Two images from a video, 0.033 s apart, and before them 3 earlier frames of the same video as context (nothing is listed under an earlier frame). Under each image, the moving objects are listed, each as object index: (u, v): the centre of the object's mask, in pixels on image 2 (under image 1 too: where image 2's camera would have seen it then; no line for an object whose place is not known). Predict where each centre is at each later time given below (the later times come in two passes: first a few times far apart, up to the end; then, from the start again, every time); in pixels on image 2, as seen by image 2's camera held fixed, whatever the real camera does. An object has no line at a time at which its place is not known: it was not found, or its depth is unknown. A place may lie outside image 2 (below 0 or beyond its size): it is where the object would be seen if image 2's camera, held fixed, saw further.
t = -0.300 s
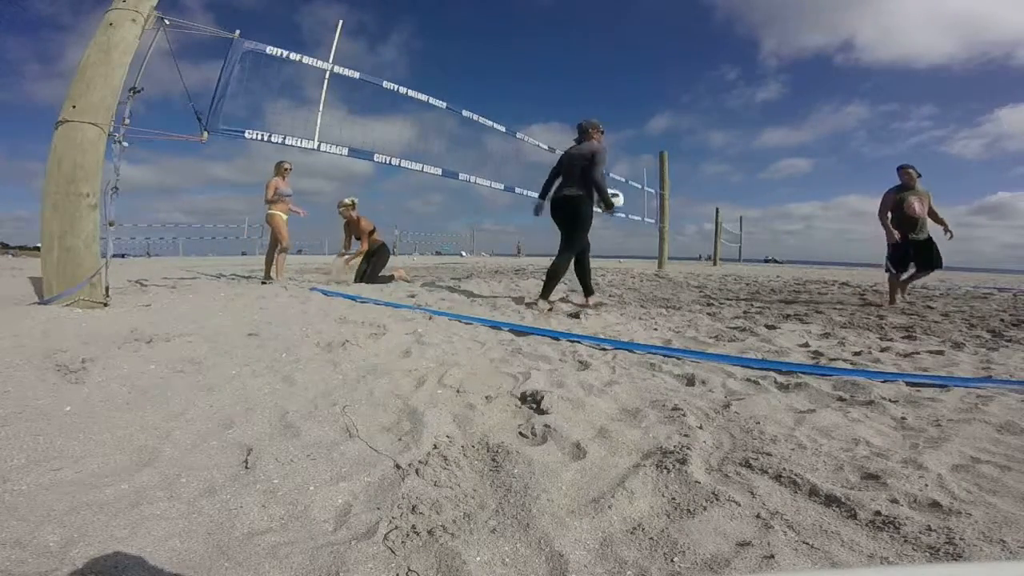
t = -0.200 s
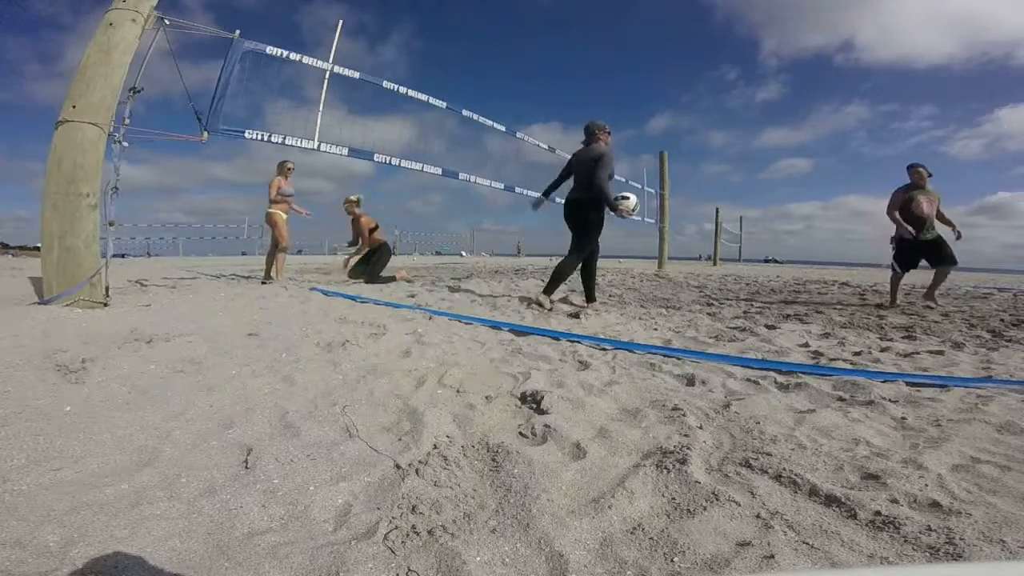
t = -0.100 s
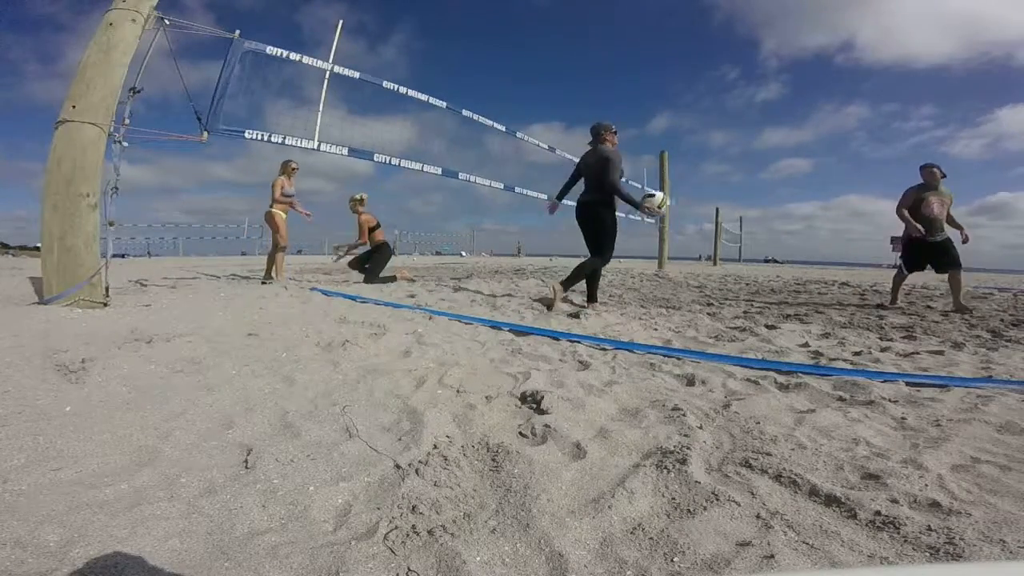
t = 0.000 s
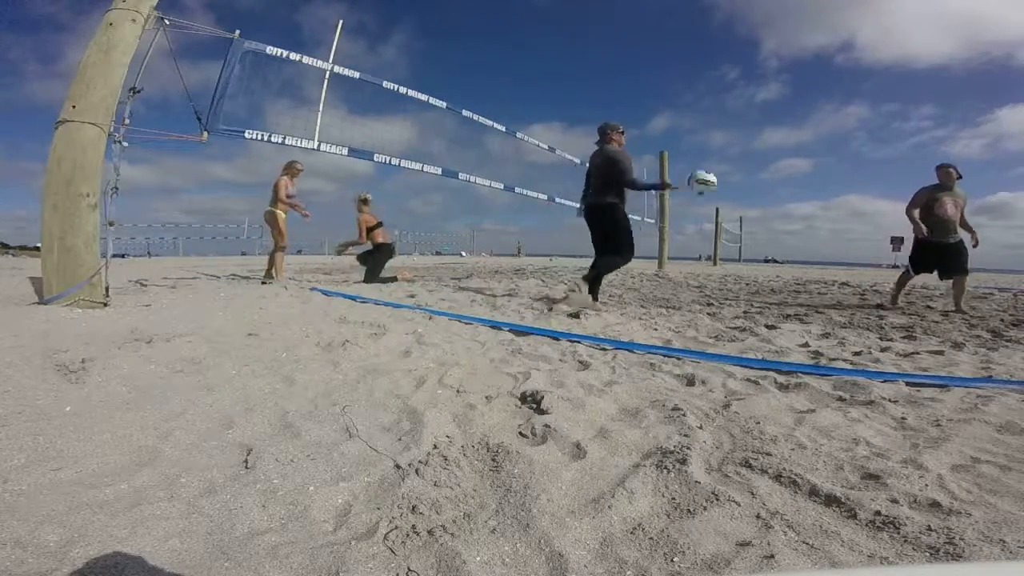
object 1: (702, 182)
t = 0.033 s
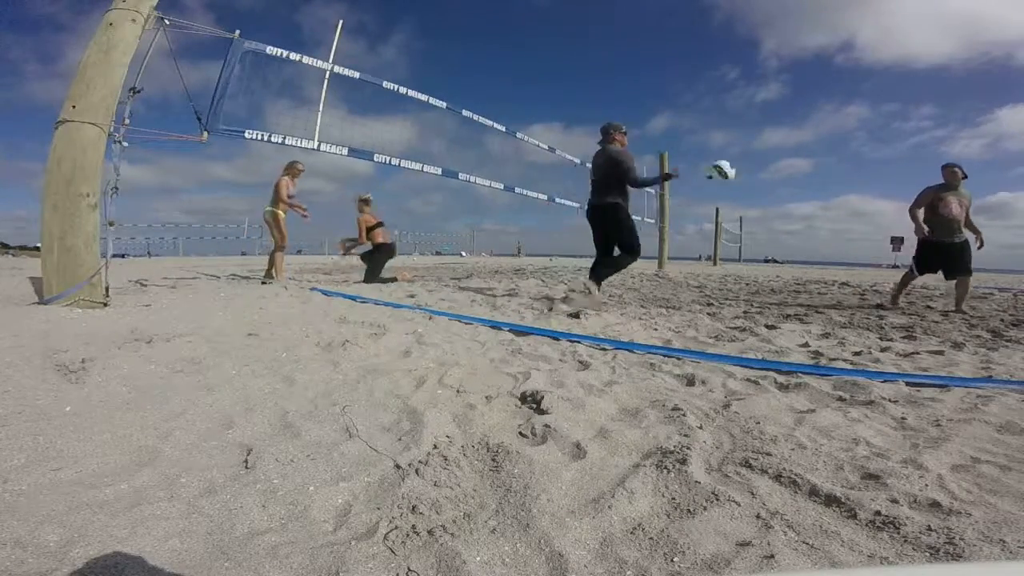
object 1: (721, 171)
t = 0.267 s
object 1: (840, 139)
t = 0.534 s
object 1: (971, 175)
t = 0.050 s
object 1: (730, 167)
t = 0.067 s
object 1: (738, 164)
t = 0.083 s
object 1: (750, 160)
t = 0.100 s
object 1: (756, 156)
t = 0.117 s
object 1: (764, 154)
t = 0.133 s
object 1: (772, 150)
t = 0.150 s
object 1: (781, 148)
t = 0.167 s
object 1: (789, 145)
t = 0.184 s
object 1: (799, 144)
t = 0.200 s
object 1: (806, 142)
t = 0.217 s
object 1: (816, 140)
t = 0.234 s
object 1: (824, 140)
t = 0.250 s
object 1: (832, 139)
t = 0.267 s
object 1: (840, 139)
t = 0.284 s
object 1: (848, 139)
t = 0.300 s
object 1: (857, 141)
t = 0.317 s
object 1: (867, 140)
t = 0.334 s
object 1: (873, 142)
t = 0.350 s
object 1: (883, 142)
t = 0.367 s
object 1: (890, 145)
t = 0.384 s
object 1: (899, 147)
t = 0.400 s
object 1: (907, 149)
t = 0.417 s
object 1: (915, 151)
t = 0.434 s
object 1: (923, 155)
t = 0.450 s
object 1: (929, 158)
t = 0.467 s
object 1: (939, 159)
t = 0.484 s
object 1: (947, 163)
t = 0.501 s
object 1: (955, 166)
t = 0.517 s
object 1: (964, 171)
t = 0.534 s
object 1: (971, 175)
